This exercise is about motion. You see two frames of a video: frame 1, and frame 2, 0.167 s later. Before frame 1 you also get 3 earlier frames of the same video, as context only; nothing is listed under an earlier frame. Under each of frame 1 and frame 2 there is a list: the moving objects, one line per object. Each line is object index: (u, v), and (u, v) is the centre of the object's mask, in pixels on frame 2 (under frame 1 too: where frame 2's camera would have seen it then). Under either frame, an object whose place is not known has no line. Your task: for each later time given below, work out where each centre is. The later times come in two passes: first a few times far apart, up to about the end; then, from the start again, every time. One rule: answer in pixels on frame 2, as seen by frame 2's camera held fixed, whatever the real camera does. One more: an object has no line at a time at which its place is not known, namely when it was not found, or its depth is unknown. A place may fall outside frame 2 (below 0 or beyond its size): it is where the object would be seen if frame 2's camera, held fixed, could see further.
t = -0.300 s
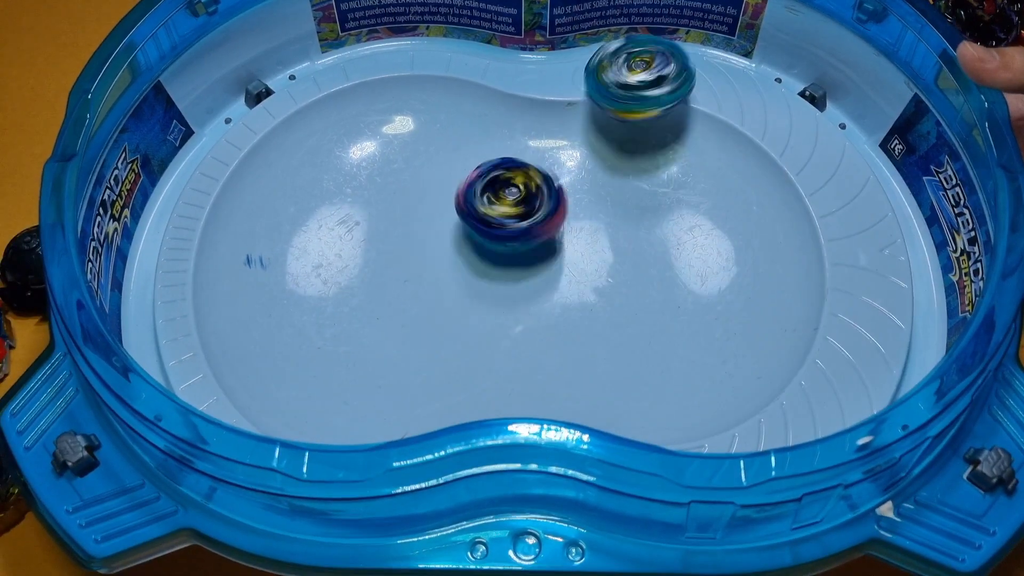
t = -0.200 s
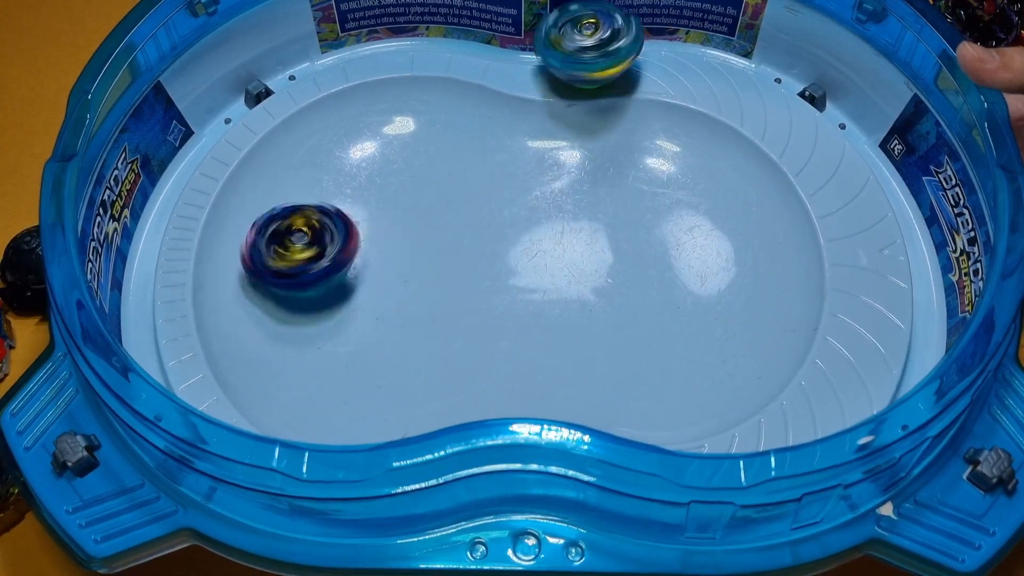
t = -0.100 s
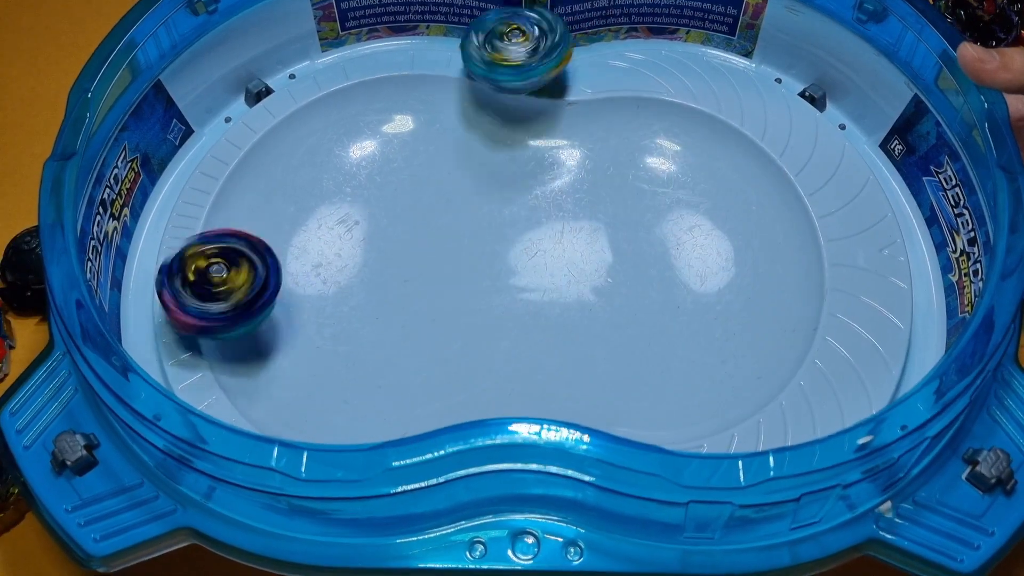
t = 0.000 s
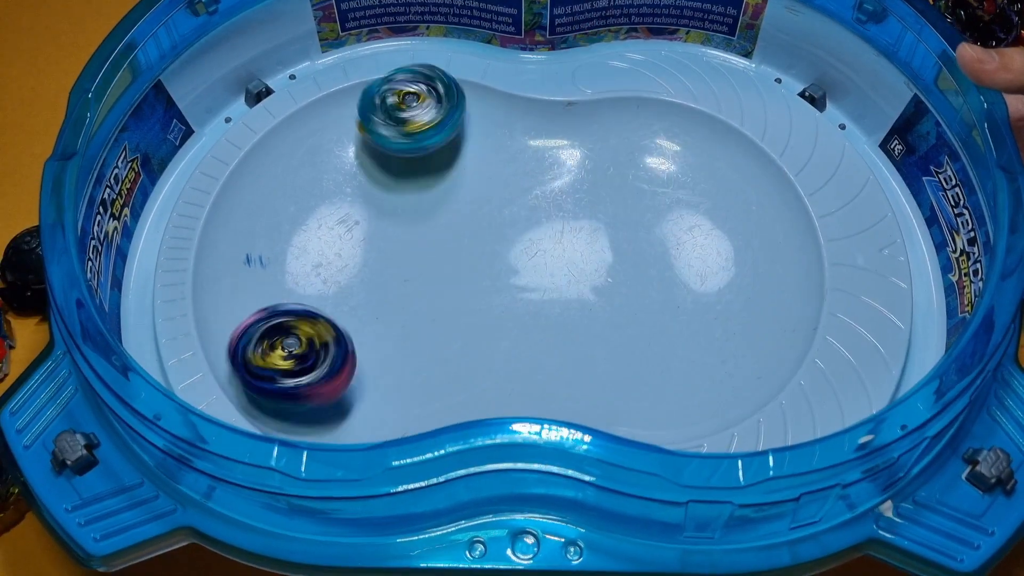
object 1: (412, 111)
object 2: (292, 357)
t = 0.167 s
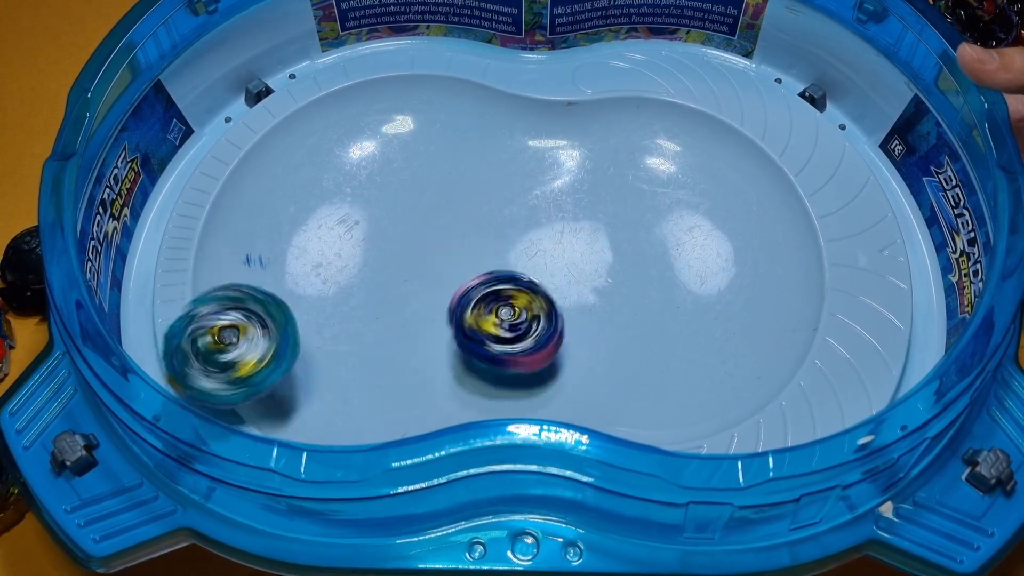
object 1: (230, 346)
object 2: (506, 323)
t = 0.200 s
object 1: (273, 392)
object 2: (537, 298)
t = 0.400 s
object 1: (621, 377)
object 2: (574, 164)
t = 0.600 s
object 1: (721, 79)
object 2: (440, 140)
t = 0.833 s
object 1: (538, 107)
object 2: (314, 269)
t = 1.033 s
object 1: (342, 277)
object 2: (479, 349)
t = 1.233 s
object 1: (400, 404)
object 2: (687, 296)
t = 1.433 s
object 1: (596, 257)
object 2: (699, 175)
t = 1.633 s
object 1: (390, 218)
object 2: (668, 57)
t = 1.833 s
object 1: (225, 275)
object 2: (704, 58)
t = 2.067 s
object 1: (472, 323)
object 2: (751, 98)
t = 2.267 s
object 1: (521, 162)
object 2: (663, 231)
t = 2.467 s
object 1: (276, 157)
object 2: (711, 354)
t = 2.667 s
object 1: (389, 393)
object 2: (712, 309)
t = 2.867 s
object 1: (613, 366)
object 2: (673, 244)
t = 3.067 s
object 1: (650, 312)
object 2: (602, 166)
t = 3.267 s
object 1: (568, 261)
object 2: (456, 155)
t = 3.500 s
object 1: (559, 304)
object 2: (298, 170)
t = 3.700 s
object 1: (546, 285)
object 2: (337, 279)
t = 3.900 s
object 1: (553, 245)
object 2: (373, 319)
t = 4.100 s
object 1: (572, 216)
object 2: (370, 330)
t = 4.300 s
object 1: (564, 231)
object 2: (389, 295)
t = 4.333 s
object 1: (565, 241)
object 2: (393, 288)
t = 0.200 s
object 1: (273, 392)
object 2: (537, 298)
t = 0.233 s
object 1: (328, 421)
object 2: (559, 273)
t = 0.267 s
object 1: (384, 421)
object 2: (574, 244)
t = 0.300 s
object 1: (448, 405)
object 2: (584, 220)
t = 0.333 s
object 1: (512, 390)
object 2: (587, 199)
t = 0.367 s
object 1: (571, 380)
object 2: (583, 178)
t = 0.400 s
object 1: (621, 377)
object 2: (574, 164)
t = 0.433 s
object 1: (682, 341)
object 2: (561, 153)
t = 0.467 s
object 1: (739, 304)
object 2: (541, 147)
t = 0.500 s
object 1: (777, 249)
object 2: (521, 140)
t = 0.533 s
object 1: (772, 182)
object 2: (498, 139)
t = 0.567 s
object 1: (757, 126)
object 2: (469, 139)
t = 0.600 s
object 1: (721, 79)
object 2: (440, 140)
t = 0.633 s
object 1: (683, 48)
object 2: (409, 139)
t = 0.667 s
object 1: (654, 30)
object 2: (375, 147)
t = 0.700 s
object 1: (624, 36)
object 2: (346, 161)
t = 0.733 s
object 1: (601, 46)
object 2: (325, 179)
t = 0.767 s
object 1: (581, 61)
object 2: (313, 207)
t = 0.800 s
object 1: (560, 78)
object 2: (309, 240)
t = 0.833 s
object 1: (538, 107)
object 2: (314, 269)
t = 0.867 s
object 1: (511, 143)
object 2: (332, 301)
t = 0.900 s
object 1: (473, 167)
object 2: (353, 328)
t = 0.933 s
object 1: (434, 203)
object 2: (379, 347)
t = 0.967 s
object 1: (398, 226)
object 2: (414, 357)
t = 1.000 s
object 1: (367, 251)
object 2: (448, 356)
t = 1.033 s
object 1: (342, 277)
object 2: (479, 349)
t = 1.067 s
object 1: (324, 308)
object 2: (513, 341)
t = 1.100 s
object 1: (313, 342)
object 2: (548, 330)
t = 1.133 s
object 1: (312, 376)
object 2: (586, 320)
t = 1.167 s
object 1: (329, 398)
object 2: (622, 310)
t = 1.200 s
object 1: (359, 405)
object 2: (657, 303)
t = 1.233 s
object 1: (400, 404)
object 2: (687, 296)
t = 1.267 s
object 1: (448, 393)
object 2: (707, 281)
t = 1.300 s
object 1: (495, 375)
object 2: (722, 264)
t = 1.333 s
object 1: (533, 346)
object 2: (729, 241)
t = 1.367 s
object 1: (562, 317)
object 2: (729, 217)
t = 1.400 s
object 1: (583, 287)
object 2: (718, 194)
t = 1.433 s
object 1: (596, 257)
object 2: (699, 175)
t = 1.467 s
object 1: (597, 235)
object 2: (677, 155)
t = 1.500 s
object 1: (553, 232)
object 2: (689, 110)
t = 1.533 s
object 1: (510, 238)
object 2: (685, 83)
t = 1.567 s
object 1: (469, 230)
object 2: (677, 71)
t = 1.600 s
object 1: (429, 226)
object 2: (671, 67)
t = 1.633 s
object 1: (390, 218)
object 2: (668, 57)
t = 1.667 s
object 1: (351, 211)
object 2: (669, 56)
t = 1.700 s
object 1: (313, 210)
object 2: (673, 56)
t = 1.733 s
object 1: (276, 215)
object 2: (676, 56)
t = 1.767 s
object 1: (245, 226)
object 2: (682, 54)
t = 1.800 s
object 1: (224, 245)
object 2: (693, 56)
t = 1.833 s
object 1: (225, 275)
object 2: (704, 58)
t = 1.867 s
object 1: (243, 310)
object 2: (712, 62)
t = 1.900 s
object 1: (276, 345)
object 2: (718, 70)
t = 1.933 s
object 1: (315, 367)
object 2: (724, 76)
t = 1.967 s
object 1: (359, 378)
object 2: (729, 81)
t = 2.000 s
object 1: (401, 373)
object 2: (736, 85)
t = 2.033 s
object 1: (439, 350)
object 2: (747, 90)
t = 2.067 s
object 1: (472, 323)
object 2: (751, 98)
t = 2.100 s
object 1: (500, 295)
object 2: (750, 107)
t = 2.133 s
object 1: (521, 268)
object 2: (743, 125)
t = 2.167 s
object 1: (536, 245)
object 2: (724, 153)
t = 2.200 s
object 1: (545, 217)
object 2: (693, 181)
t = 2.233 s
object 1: (549, 194)
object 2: (659, 201)
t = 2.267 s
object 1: (521, 162)
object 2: (663, 231)
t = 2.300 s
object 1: (492, 133)
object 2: (665, 260)
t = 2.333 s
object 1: (458, 105)
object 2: (668, 281)
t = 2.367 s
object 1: (416, 86)
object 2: (677, 302)
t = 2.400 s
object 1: (367, 87)
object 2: (686, 326)
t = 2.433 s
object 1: (319, 113)
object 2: (697, 341)
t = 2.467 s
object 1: (276, 157)
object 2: (711, 354)
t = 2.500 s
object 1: (251, 208)
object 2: (724, 353)
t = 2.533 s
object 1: (248, 262)
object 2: (731, 348)
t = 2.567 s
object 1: (263, 312)
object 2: (734, 339)
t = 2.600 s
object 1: (294, 355)
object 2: (733, 326)
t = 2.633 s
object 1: (338, 385)
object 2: (726, 316)
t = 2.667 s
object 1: (389, 393)
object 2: (712, 309)
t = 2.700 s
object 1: (445, 387)
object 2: (695, 304)
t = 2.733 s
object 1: (505, 377)
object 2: (674, 302)
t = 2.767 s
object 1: (563, 371)
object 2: (655, 303)
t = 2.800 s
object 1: (584, 374)
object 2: (658, 286)
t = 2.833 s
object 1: (596, 372)
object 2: (669, 262)
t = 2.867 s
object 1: (613, 366)
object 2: (673, 244)
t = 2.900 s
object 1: (629, 367)
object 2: (672, 226)
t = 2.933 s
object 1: (644, 355)
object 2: (665, 212)
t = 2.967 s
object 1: (654, 346)
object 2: (653, 201)
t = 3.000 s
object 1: (659, 334)
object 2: (636, 190)
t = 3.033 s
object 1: (657, 322)
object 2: (620, 176)
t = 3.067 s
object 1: (650, 312)
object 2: (602, 166)
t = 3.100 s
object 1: (638, 300)
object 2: (584, 163)
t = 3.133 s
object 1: (624, 288)
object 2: (562, 165)
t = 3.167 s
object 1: (607, 275)
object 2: (538, 169)
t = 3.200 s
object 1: (589, 261)
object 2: (516, 170)
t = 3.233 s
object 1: (570, 251)
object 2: (493, 175)
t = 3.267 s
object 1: (568, 261)
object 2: (456, 155)
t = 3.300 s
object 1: (565, 271)
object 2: (423, 137)
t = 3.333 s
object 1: (562, 280)
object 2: (394, 126)
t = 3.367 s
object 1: (560, 283)
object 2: (369, 124)
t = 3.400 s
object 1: (559, 291)
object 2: (343, 125)
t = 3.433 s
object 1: (558, 294)
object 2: (324, 135)
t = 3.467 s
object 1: (558, 297)
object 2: (308, 150)
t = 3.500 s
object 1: (559, 304)
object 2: (298, 170)
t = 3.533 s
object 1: (560, 302)
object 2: (291, 188)
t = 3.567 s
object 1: (560, 305)
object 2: (289, 210)
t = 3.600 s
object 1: (559, 302)
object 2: (296, 230)
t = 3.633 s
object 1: (557, 295)
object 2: (306, 248)
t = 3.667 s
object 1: (553, 295)
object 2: (322, 265)
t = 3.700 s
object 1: (546, 285)
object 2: (337, 279)
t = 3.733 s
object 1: (537, 283)
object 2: (358, 293)
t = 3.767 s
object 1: (526, 274)
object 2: (379, 300)
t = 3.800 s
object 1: (515, 272)
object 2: (399, 306)
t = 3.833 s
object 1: (529, 261)
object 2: (389, 311)
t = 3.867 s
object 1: (544, 256)
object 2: (377, 315)
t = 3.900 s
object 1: (553, 245)
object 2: (373, 319)
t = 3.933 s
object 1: (560, 241)
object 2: (369, 325)
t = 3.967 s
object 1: (566, 231)
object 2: (368, 328)
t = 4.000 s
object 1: (569, 225)
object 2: (368, 329)
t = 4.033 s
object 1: (571, 220)
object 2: (368, 330)
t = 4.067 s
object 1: (572, 218)
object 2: (370, 331)
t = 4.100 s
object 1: (572, 216)
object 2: (370, 330)
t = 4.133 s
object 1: (572, 215)
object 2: (373, 327)
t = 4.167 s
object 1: (570, 214)
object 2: (375, 323)
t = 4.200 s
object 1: (568, 218)
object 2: (378, 317)
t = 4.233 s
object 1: (567, 221)
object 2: (382, 311)
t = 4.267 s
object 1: (566, 226)
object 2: (385, 304)
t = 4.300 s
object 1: (564, 231)
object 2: (389, 295)
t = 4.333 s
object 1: (565, 241)
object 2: (393, 288)
